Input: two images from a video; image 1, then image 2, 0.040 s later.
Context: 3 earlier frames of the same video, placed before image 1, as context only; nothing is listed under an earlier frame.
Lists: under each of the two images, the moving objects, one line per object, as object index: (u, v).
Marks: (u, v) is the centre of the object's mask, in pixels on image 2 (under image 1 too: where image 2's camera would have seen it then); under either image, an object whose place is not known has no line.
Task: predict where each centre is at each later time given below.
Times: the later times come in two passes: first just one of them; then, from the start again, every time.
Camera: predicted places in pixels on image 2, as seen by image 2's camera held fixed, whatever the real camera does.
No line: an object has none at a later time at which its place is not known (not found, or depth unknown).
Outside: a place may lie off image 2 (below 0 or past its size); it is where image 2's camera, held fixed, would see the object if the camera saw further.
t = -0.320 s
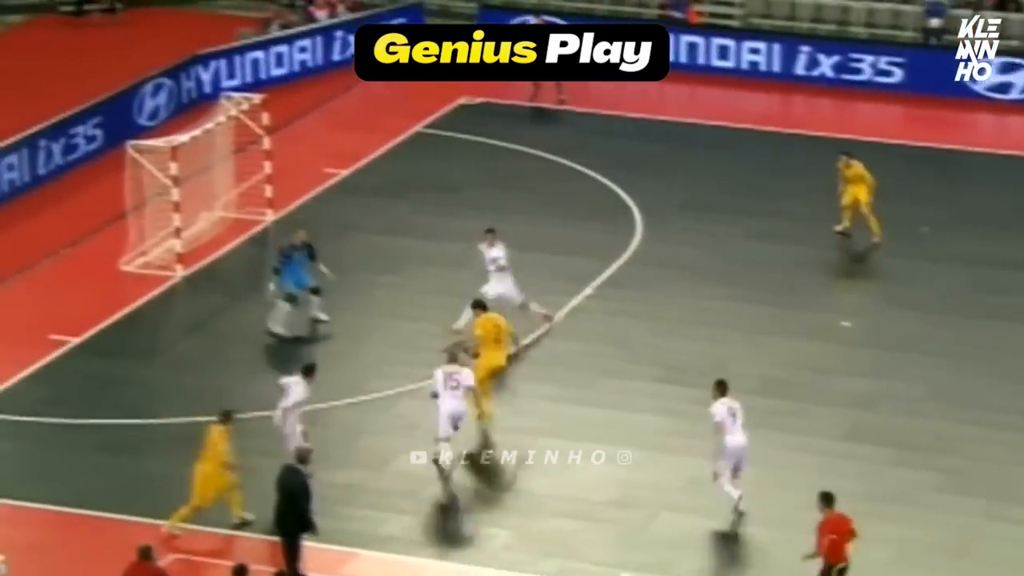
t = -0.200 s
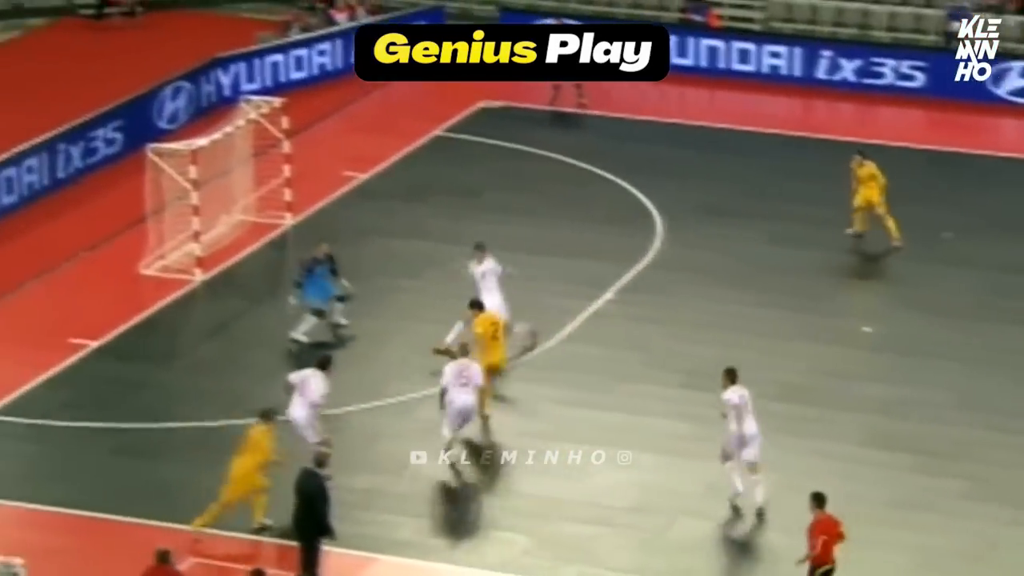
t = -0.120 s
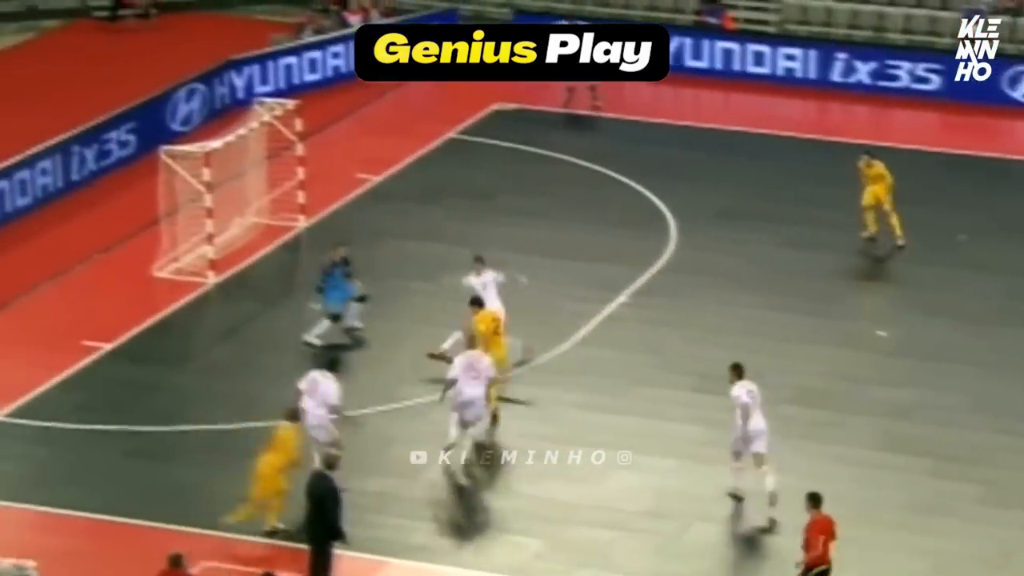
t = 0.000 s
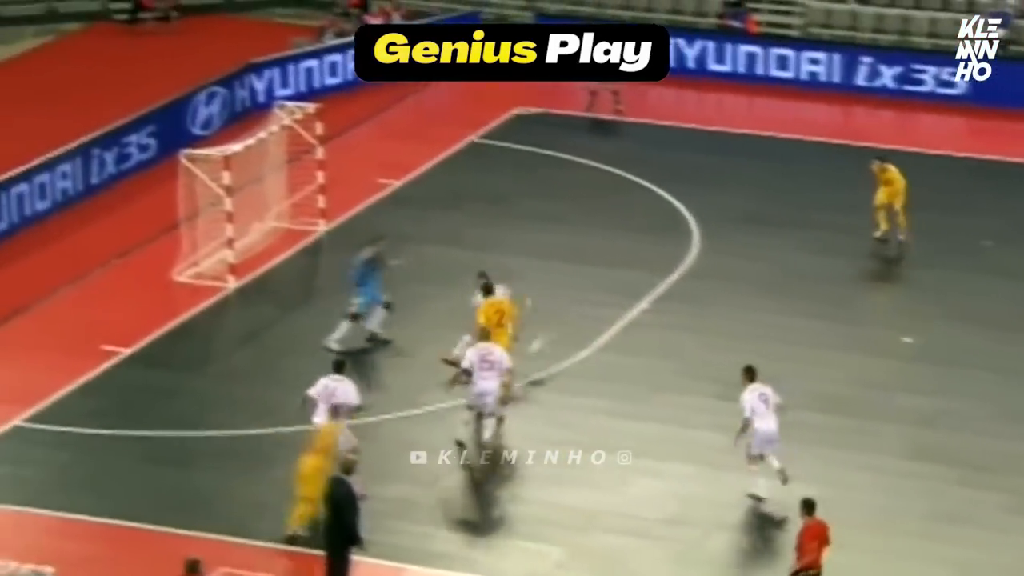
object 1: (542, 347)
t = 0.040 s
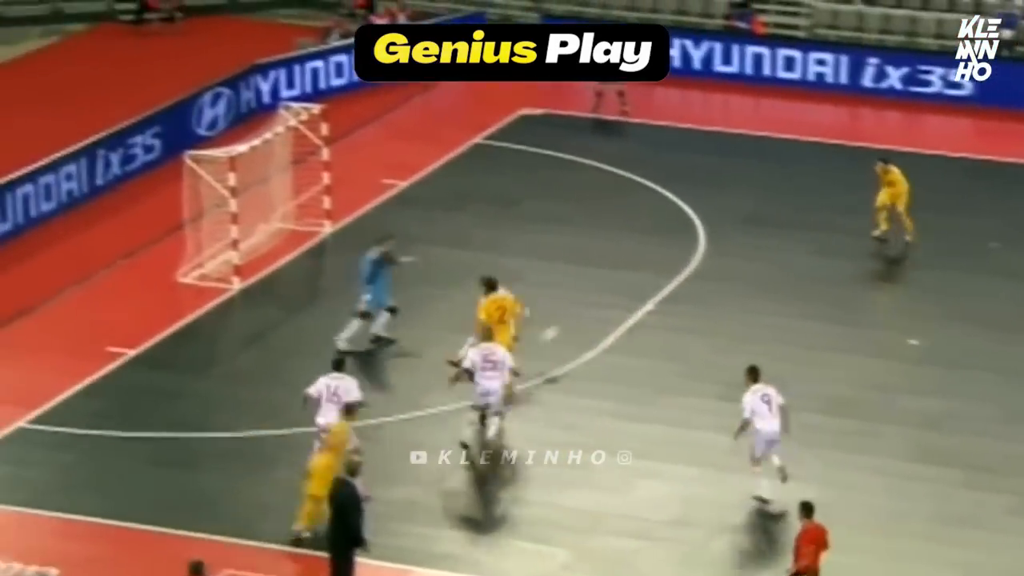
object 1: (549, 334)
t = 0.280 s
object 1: (591, 280)
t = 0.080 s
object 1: (557, 321)
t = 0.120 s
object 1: (563, 310)
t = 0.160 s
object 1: (571, 301)
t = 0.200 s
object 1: (578, 292)
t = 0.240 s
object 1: (584, 286)
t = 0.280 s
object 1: (591, 280)
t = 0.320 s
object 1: (598, 277)
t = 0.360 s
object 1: (608, 272)
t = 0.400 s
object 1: (612, 271)
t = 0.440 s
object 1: (617, 270)
